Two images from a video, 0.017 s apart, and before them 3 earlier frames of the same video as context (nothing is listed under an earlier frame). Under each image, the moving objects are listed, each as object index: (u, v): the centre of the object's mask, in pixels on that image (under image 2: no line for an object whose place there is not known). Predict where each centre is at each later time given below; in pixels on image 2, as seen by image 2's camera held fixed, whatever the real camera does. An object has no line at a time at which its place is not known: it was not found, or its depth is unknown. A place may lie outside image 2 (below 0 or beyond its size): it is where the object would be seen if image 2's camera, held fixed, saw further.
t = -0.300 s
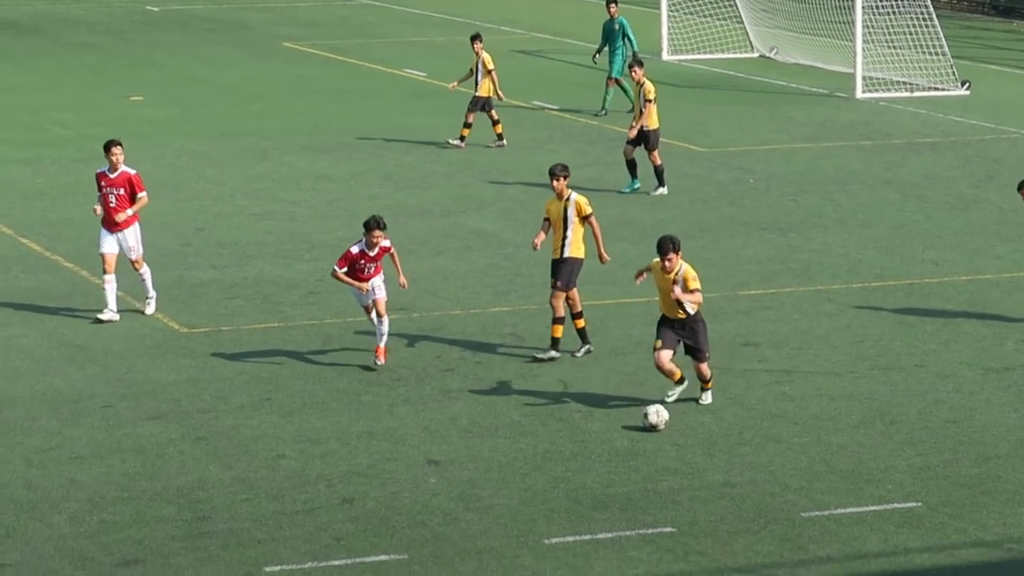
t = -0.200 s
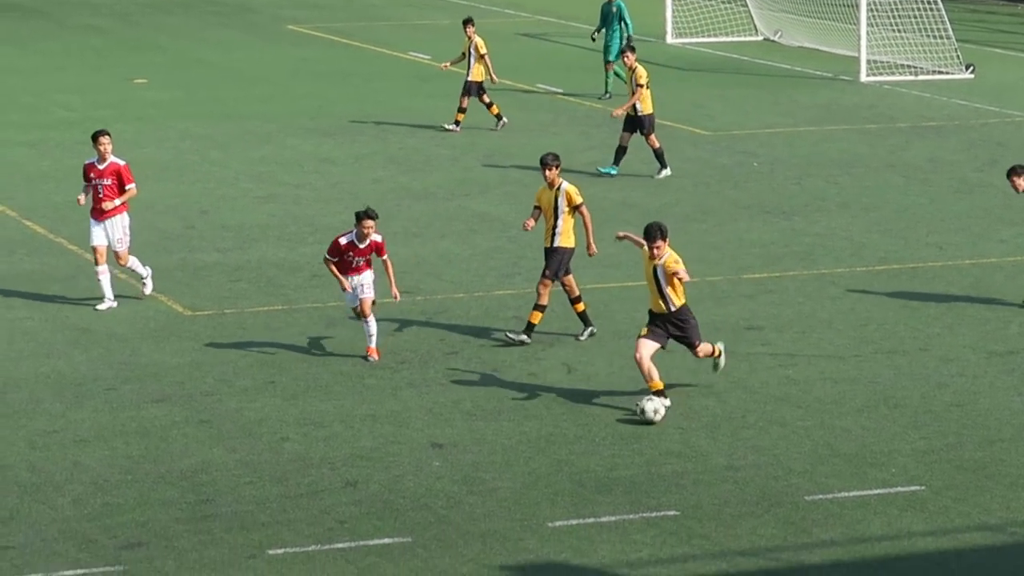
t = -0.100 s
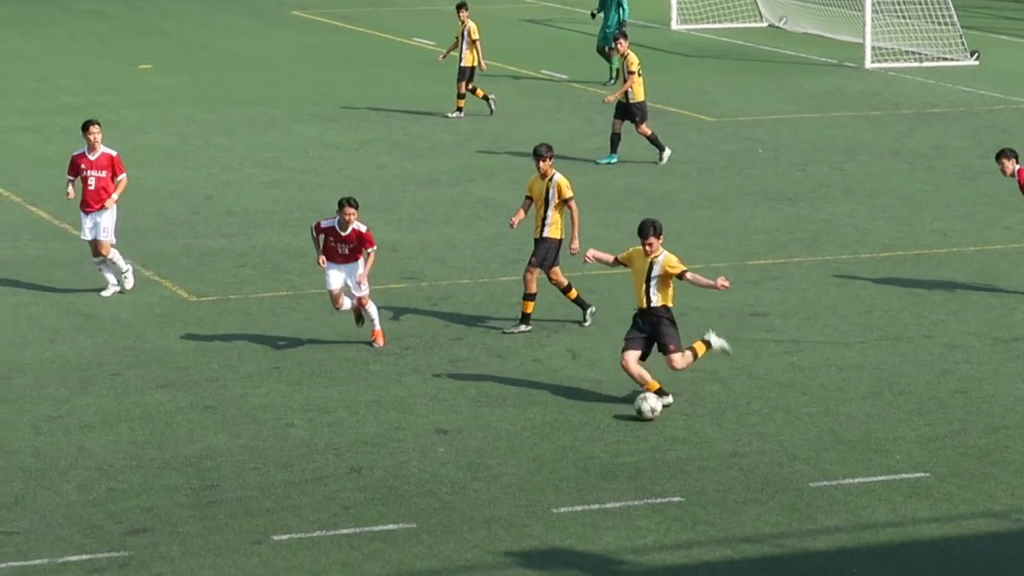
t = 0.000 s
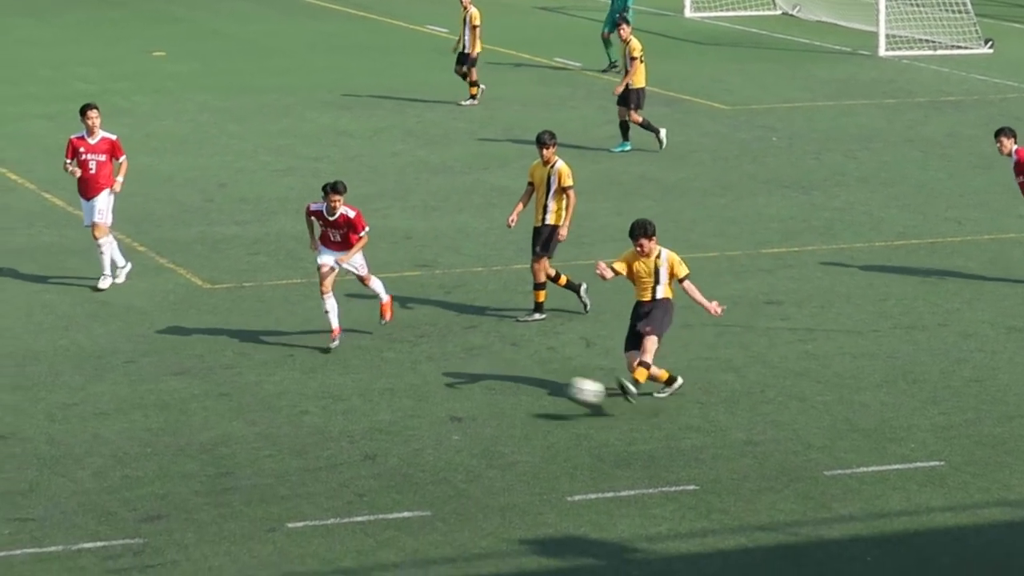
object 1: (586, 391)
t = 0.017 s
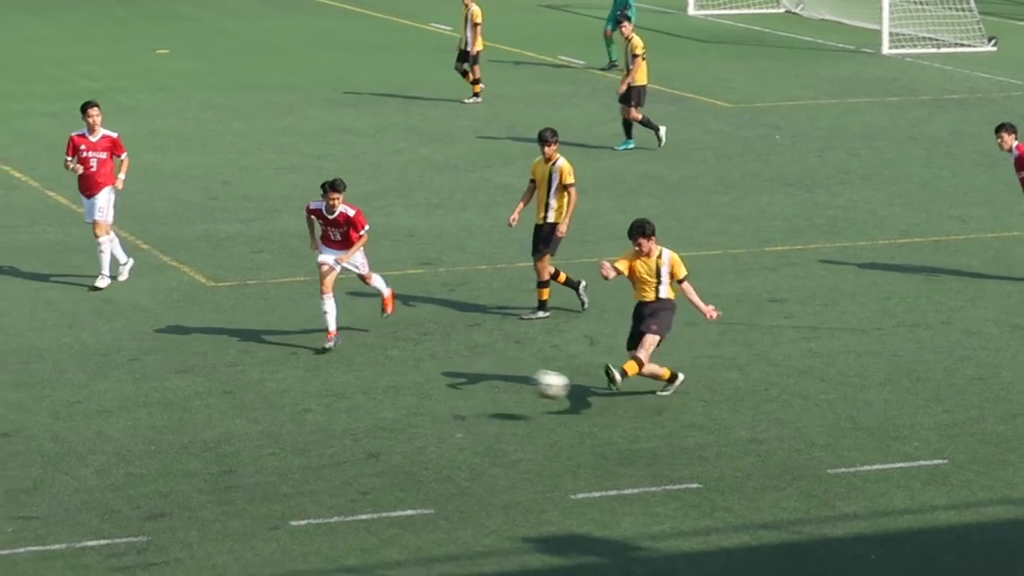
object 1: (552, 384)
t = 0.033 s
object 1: (511, 379)
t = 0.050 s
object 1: (470, 374)
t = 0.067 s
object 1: (430, 369)
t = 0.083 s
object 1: (389, 364)
